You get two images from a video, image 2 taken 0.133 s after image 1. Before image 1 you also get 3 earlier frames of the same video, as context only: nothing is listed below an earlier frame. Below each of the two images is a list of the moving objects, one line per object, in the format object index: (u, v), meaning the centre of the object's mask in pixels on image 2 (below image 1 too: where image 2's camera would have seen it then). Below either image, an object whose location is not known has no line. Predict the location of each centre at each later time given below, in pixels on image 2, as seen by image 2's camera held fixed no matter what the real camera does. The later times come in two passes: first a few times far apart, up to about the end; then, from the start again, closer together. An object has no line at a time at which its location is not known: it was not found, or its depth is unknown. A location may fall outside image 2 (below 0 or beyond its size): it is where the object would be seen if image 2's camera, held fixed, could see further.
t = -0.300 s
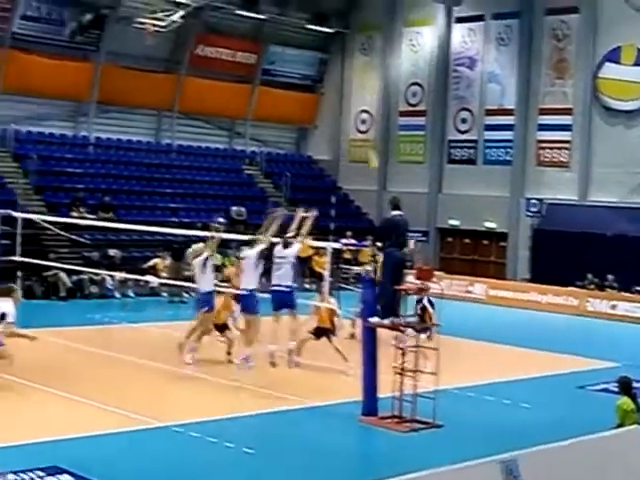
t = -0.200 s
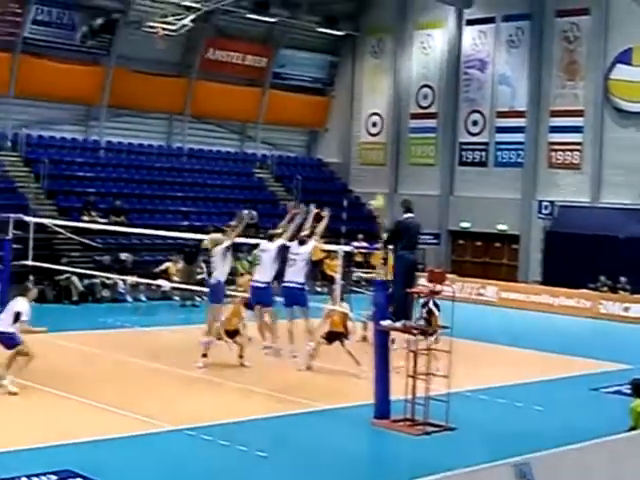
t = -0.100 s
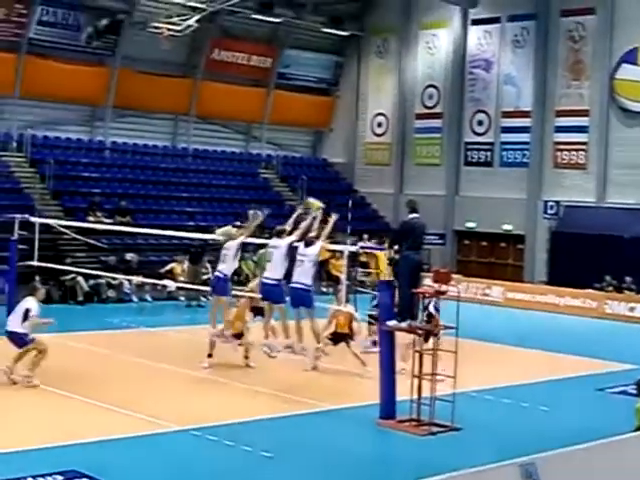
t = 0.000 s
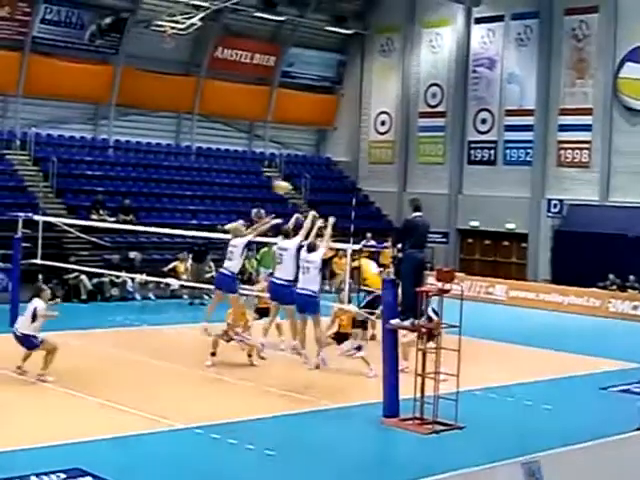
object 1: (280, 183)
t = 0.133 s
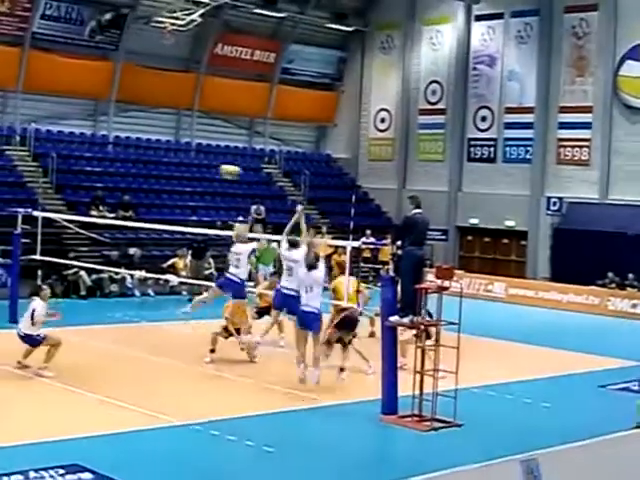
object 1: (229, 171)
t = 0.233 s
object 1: (189, 171)
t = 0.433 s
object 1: (103, 194)
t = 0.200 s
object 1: (203, 170)
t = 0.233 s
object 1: (189, 171)
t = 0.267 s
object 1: (176, 173)
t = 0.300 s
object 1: (162, 175)
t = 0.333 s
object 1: (147, 178)
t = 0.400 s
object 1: (119, 187)
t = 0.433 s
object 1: (103, 194)
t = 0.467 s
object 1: (91, 201)
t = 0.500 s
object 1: (76, 207)
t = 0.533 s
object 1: (59, 217)
